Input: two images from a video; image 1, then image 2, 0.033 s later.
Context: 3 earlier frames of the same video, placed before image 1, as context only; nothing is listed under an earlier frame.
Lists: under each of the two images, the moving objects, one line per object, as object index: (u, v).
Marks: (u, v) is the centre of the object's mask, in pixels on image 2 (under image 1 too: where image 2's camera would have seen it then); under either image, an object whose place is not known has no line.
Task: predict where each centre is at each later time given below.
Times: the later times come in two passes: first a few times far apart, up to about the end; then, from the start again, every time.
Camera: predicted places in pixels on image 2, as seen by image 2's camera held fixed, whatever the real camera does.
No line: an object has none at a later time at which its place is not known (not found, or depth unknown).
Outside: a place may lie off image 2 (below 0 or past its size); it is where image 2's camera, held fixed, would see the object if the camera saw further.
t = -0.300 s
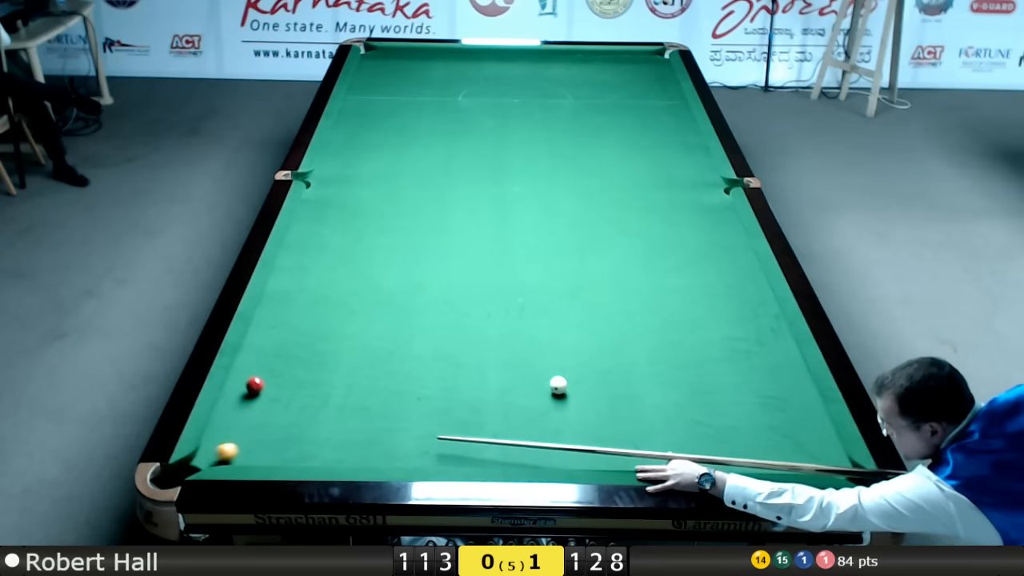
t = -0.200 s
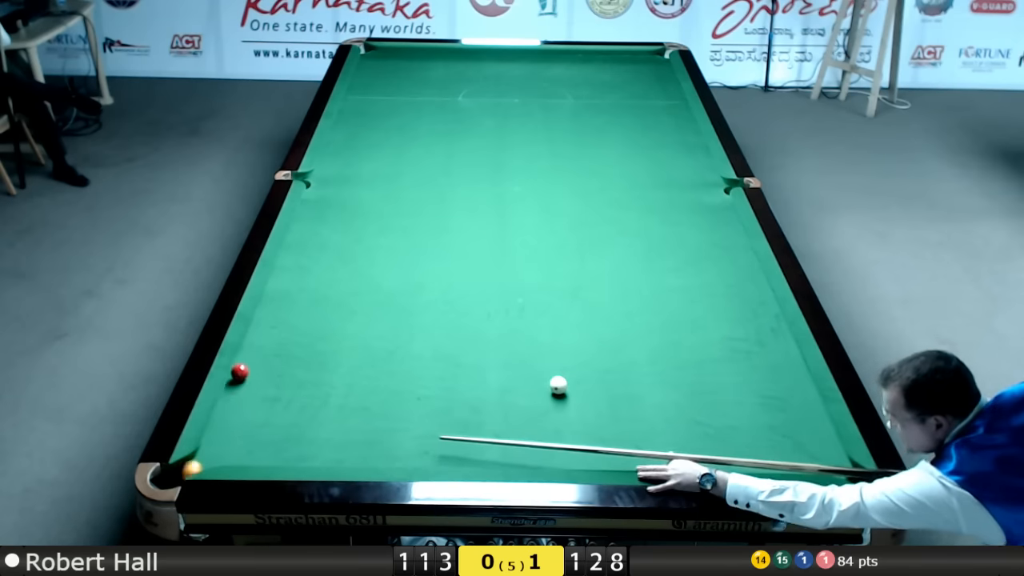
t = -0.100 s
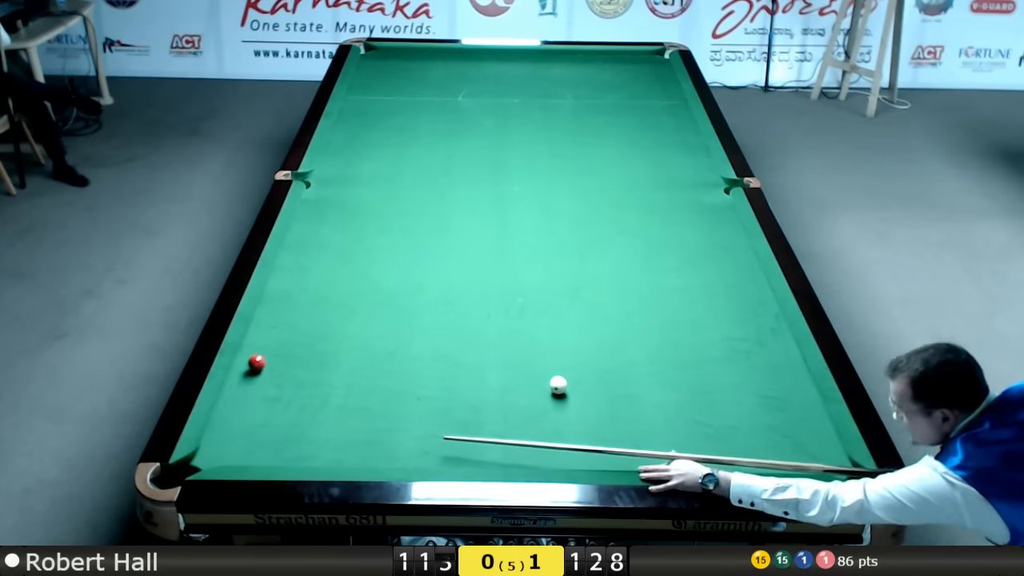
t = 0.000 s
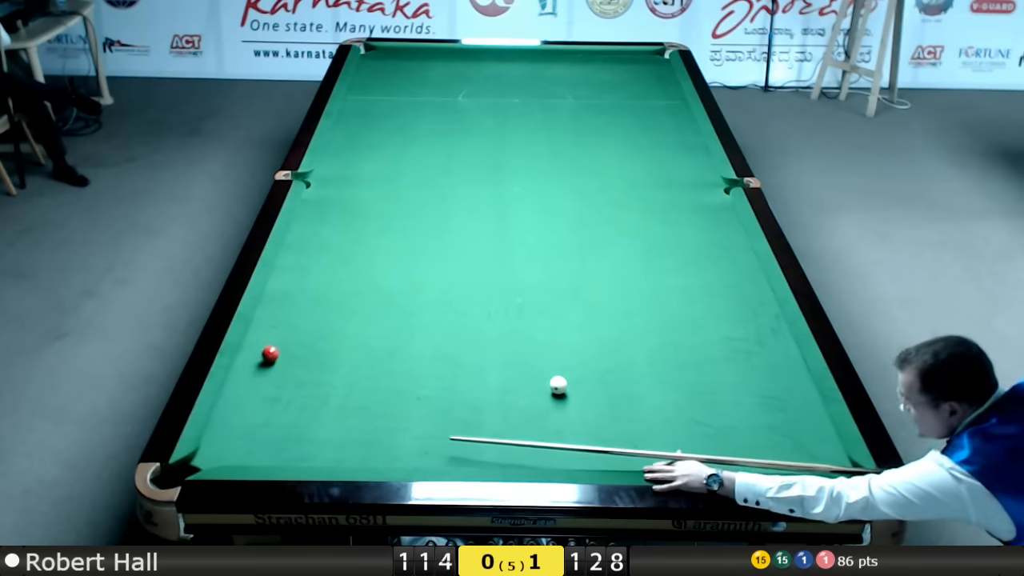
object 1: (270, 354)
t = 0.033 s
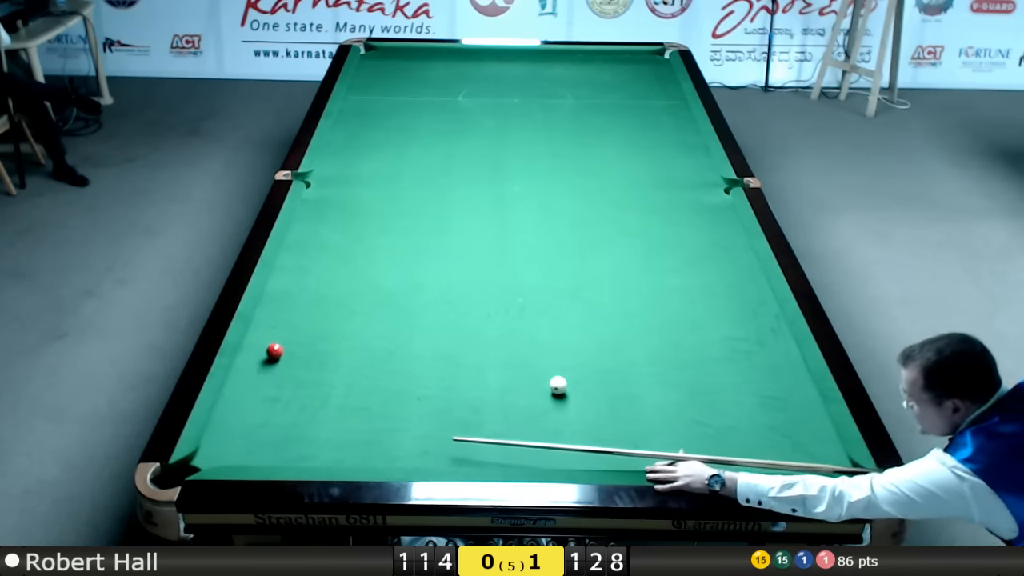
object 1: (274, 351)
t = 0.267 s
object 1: (303, 333)
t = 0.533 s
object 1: (332, 314)
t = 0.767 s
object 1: (356, 299)
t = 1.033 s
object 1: (380, 284)
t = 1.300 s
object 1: (401, 270)
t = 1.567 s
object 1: (420, 257)
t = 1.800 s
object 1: (436, 247)
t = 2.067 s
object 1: (452, 237)
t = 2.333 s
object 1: (466, 228)
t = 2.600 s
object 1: (480, 219)
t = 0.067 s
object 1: (279, 349)
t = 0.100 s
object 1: (283, 346)
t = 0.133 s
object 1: (287, 343)
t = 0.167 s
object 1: (291, 340)
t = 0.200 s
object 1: (295, 338)
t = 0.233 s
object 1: (299, 335)
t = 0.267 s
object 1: (303, 333)
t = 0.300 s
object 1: (307, 330)
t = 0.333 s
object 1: (311, 328)
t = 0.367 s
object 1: (314, 325)
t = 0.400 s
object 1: (318, 323)
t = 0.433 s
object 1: (322, 320)
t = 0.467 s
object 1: (325, 318)
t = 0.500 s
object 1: (329, 316)
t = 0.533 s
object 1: (332, 314)
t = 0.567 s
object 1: (336, 312)
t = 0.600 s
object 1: (339, 309)
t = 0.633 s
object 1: (343, 307)
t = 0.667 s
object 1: (346, 305)
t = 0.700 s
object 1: (349, 303)
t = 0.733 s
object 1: (352, 301)
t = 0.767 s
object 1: (356, 299)
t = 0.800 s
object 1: (359, 297)
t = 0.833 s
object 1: (362, 295)
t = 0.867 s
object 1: (365, 293)
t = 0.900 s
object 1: (368, 291)
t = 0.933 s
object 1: (371, 289)
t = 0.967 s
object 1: (374, 287)
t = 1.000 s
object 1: (377, 285)
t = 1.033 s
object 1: (380, 284)
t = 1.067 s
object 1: (382, 282)
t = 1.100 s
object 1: (385, 280)
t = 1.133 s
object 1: (388, 278)
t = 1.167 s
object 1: (390, 276)
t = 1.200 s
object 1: (393, 275)
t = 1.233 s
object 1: (396, 273)
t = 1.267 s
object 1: (398, 271)
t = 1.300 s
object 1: (401, 270)
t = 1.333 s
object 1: (403, 268)
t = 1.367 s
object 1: (406, 266)
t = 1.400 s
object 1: (408, 265)
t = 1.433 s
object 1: (411, 263)
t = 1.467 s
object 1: (413, 262)
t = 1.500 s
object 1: (416, 260)
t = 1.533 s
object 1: (418, 259)
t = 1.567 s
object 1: (420, 257)
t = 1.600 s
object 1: (422, 256)
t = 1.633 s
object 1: (425, 254)
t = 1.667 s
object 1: (427, 253)
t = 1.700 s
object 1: (429, 251)
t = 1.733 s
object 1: (431, 250)
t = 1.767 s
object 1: (434, 248)
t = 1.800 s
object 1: (436, 247)
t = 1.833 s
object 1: (438, 246)
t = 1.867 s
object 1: (440, 244)
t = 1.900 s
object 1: (442, 243)
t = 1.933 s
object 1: (444, 242)
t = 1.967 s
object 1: (446, 240)
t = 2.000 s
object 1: (448, 239)
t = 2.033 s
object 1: (450, 238)
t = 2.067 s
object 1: (452, 237)
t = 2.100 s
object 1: (454, 235)
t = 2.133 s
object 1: (455, 234)
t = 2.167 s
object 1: (458, 233)
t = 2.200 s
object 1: (459, 232)
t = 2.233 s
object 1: (461, 231)
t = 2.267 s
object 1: (463, 230)
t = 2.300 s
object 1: (465, 229)
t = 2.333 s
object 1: (466, 228)
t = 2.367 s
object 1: (468, 226)
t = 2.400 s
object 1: (470, 225)
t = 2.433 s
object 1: (472, 224)
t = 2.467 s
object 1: (473, 223)
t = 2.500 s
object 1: (475, 222)
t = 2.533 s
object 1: (477, 221)
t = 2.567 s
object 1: (478, 220)
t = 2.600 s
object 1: (480, 219)
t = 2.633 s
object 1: (482, 218)
